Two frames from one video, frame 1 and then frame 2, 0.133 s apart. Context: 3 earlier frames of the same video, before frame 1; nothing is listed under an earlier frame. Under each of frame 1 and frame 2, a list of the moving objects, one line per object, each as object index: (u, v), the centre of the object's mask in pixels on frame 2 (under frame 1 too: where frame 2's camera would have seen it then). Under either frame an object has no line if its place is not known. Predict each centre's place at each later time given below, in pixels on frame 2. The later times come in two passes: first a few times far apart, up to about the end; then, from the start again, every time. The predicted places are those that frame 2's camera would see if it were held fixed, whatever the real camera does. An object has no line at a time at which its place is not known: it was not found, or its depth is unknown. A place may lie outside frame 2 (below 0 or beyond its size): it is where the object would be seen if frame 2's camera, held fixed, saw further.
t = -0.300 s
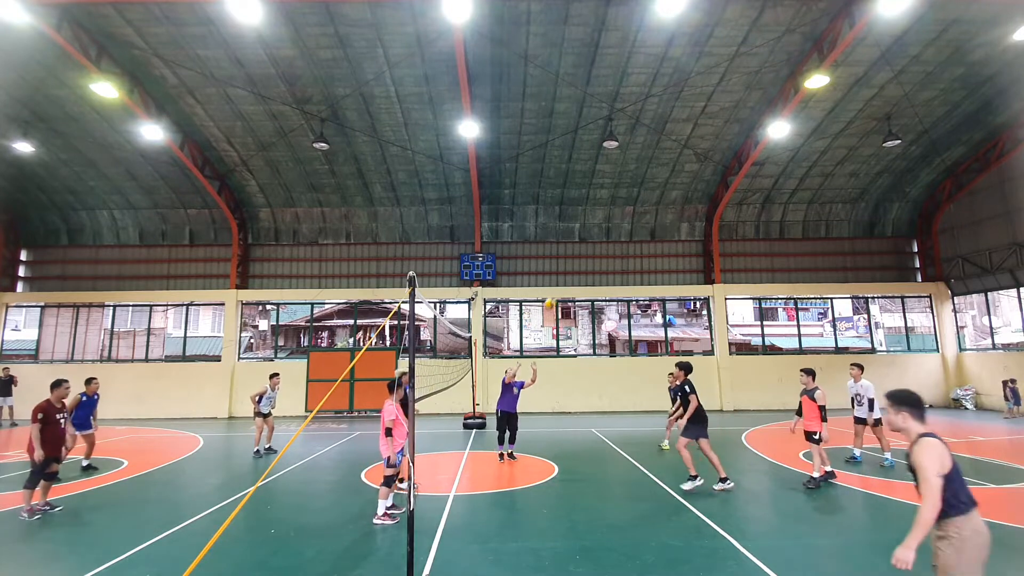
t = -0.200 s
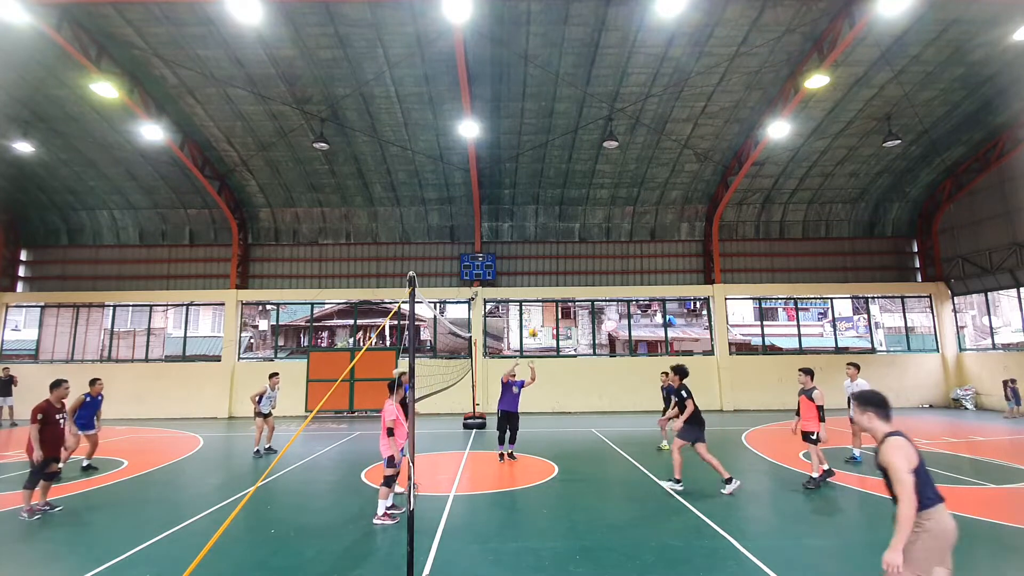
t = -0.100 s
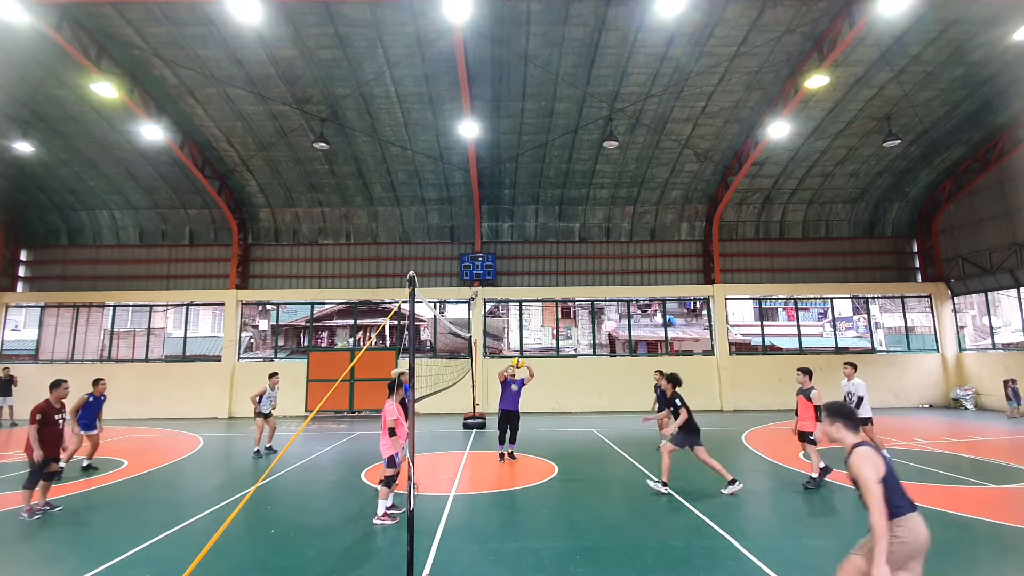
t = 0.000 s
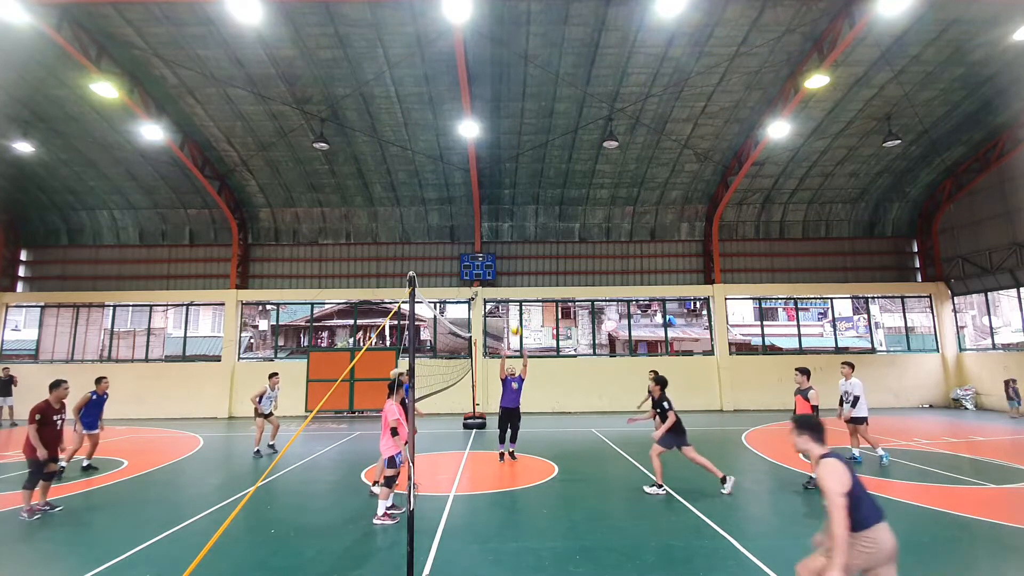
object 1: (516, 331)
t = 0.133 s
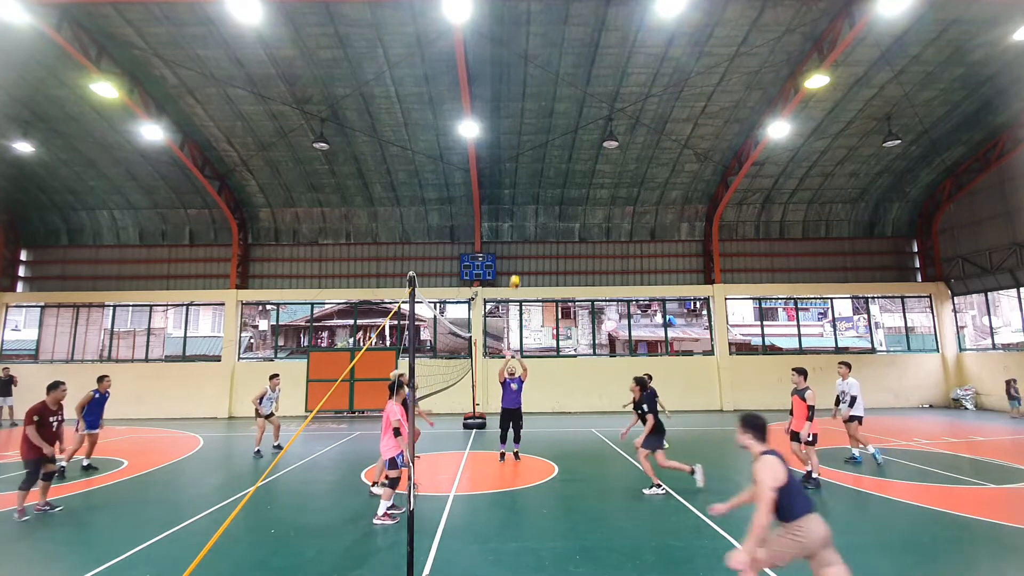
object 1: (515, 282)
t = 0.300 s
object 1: (514, 233)
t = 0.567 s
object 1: (514, 182)
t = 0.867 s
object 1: (515, 169)
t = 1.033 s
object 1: (517, 188)
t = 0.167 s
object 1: (515, 272)
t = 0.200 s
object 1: (514, 262)
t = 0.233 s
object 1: (514, 251)
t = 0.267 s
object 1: (514, 242)
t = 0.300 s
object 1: (514, 233)
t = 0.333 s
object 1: (514, 225)
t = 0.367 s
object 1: (514, 217)
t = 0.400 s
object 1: (514, 210)
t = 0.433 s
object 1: (514, 203)
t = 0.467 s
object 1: (514, 197)
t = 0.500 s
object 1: (514, 191)
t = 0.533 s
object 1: (514, 186)
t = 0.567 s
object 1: (514, 182)
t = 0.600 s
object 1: (514, 178)
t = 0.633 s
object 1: (514, 174)
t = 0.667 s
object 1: (514, 172)
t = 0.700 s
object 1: (514, 170)
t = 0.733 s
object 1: (515, 168)
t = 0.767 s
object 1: (515, 167)
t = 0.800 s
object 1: (515, 167)
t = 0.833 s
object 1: (515, 168)
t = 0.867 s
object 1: (515, 169)
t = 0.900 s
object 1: (516, 172)
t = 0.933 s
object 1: (516, 175)
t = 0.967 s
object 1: (516, 178)
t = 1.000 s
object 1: (516, 183)
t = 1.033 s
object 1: (517, 188)
